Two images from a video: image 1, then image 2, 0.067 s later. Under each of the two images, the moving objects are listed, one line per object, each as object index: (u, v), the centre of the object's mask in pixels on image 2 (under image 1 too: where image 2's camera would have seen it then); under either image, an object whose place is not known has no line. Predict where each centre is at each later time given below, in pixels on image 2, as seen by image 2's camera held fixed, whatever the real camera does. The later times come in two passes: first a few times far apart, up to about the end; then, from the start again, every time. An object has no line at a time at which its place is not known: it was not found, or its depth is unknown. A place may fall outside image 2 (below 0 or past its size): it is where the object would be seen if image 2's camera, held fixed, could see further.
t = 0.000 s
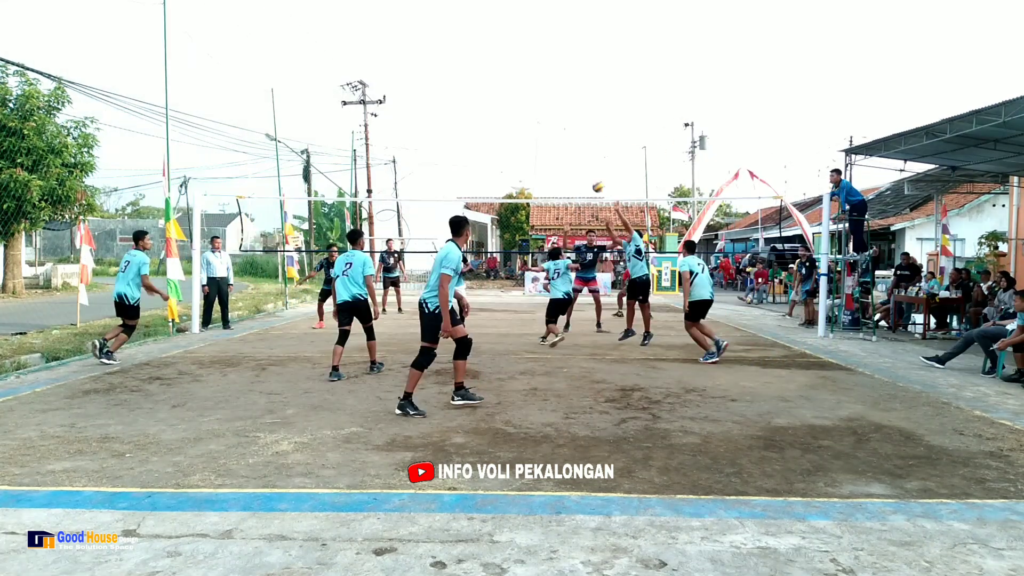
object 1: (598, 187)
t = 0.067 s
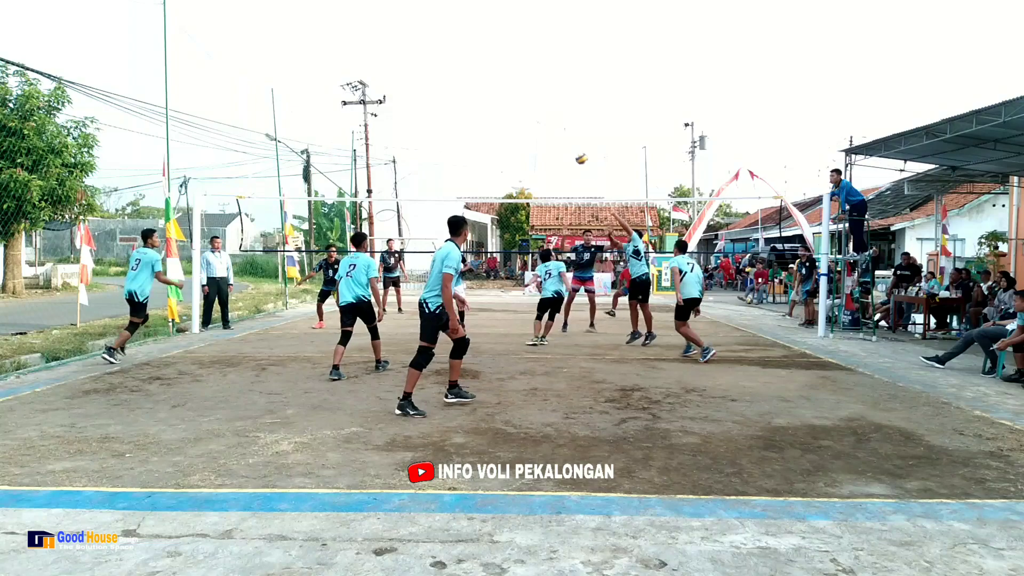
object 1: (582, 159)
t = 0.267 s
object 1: (531, 91)
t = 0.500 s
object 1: (474, 44)
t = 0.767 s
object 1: (410, 34)
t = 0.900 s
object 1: (381, 47)
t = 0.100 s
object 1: (573, 146)
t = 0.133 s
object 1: (564, 134)
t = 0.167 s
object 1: (556, 122)
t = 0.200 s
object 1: (548, 111)
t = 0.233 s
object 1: (540, 100)
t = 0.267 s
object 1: (531, 91)
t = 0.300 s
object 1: (523, 82)
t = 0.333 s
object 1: (515, 74)
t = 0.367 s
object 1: (506, 67)
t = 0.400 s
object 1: (499, 59)
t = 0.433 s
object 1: (490, 53)
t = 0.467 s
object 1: (482, 48)
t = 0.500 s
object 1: (474, 44)
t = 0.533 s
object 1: (466, 40)
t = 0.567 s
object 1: (458, 37)
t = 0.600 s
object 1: (449, 35)
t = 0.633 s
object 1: (441, 34)
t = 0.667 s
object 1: (433, 33)
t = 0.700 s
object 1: (426, 32)
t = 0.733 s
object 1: (418, 33)
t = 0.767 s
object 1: (410, 34)
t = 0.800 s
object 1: (403, 36)
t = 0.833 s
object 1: (396, 39)
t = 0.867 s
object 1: (388, 42)
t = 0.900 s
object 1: (381, 47)
